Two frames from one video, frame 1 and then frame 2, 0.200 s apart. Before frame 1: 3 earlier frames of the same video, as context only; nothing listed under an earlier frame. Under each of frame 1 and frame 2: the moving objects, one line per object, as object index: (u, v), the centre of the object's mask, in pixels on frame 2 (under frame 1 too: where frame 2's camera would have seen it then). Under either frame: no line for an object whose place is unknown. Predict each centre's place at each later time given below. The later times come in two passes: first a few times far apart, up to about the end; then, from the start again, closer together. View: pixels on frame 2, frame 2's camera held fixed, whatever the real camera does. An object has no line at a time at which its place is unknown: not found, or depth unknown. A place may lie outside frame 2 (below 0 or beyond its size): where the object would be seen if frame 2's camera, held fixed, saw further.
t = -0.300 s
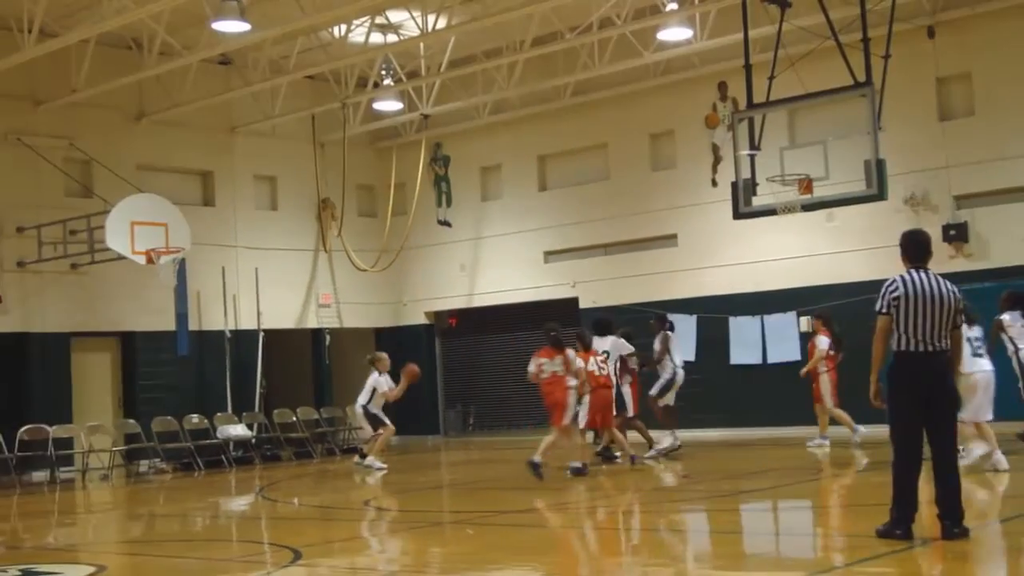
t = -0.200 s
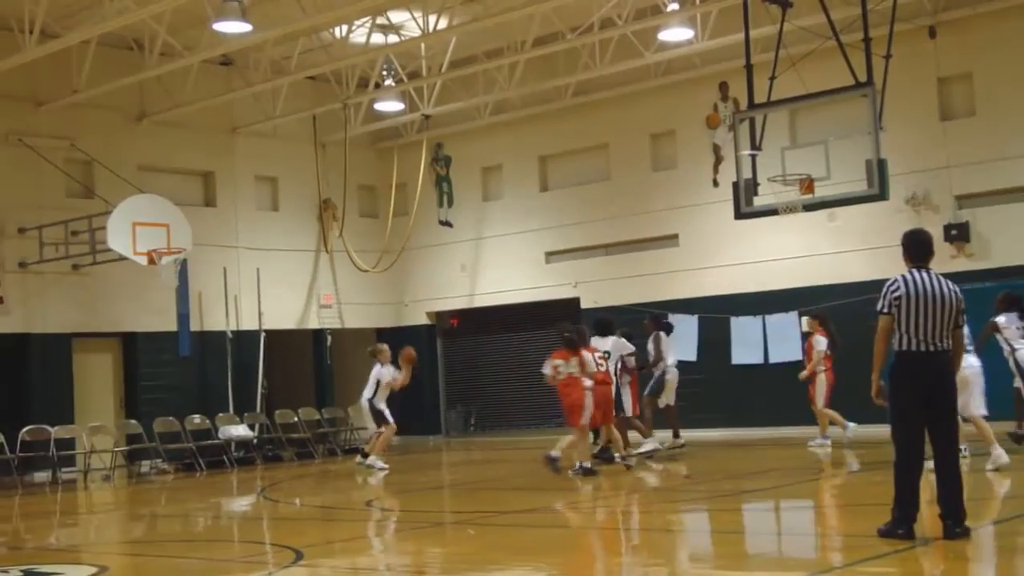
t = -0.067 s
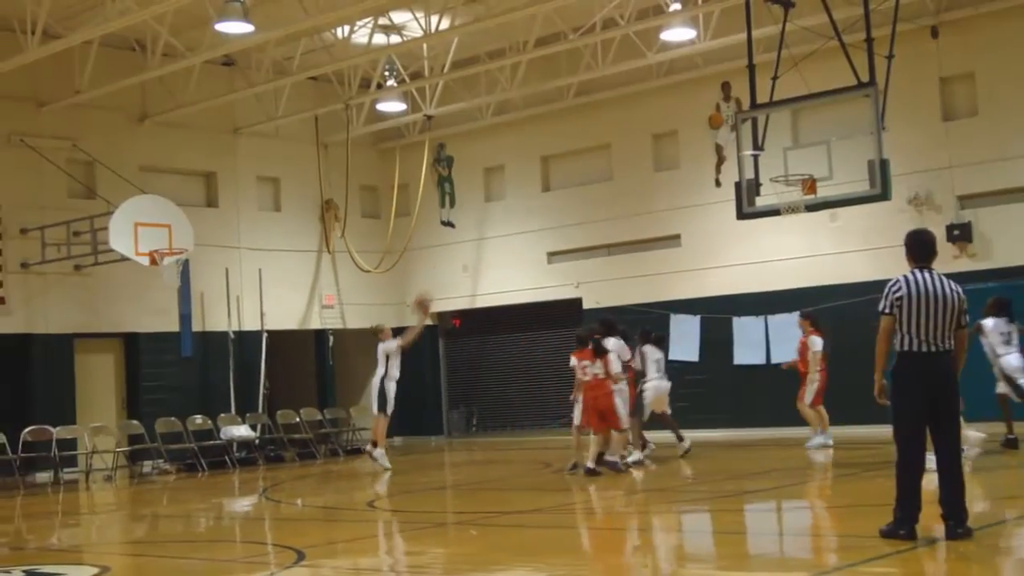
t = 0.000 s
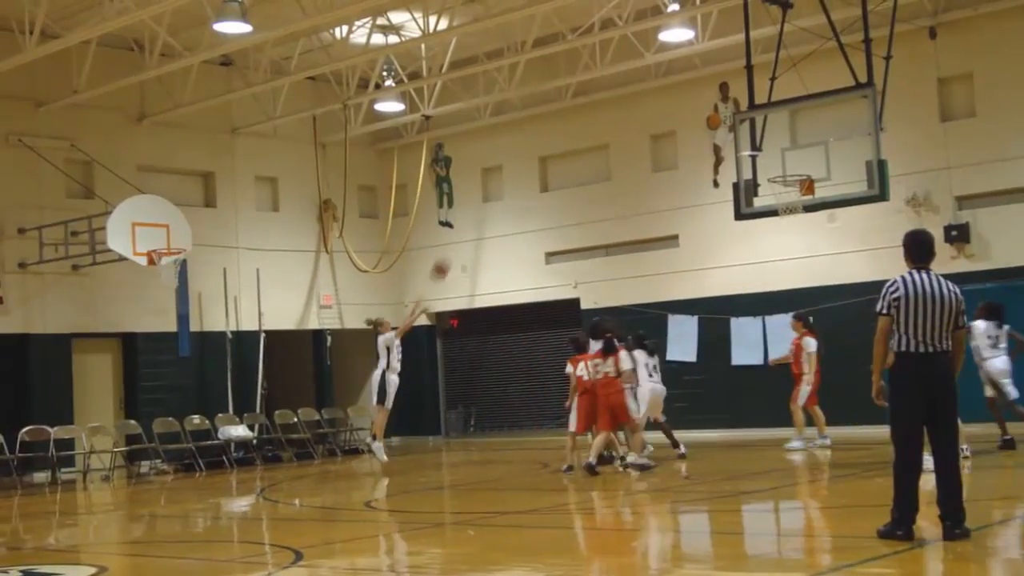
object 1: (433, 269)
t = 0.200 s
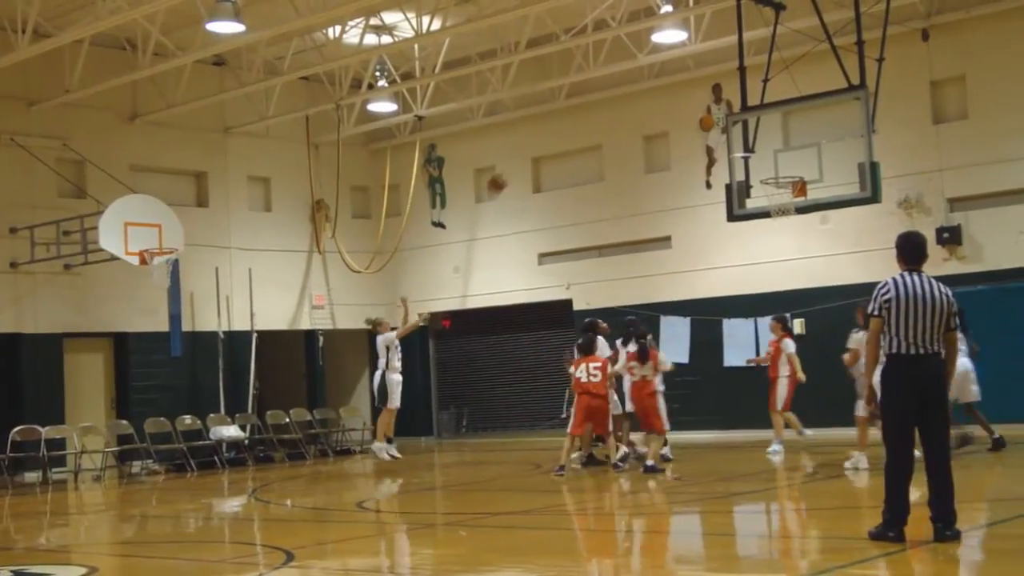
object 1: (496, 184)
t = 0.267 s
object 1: (518, 161)
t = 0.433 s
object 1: (575, 120)
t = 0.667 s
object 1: (658, 100)
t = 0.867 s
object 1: (733, 119)
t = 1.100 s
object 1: (829, 184)
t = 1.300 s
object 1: (843, 214)
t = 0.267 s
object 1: (518, 161)
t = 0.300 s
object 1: (529, 152)
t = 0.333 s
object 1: (541, 143)
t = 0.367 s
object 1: (552, 135)
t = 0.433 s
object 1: (575, 120)
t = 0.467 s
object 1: (586, 115)
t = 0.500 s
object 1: (598, 110)
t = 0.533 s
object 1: (610, 106)
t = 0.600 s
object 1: (634, 101)
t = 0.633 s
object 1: (646, 100)
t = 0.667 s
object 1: (658, 100)
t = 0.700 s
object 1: (670, 100)
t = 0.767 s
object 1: (696, 105)
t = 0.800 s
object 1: (706, 108)
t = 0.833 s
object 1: (723, 113)
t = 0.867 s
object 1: (733, 119)
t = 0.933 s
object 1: (762, 132)
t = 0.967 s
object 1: (775, 141)
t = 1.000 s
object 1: (788, 150)
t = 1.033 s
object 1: (802, 160)
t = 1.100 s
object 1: (829, 184)
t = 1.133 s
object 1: (841, 196)
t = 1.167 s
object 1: (842, 197)
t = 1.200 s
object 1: (841, 201)
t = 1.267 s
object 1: (842, 209)
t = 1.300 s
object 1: (843, 214)
